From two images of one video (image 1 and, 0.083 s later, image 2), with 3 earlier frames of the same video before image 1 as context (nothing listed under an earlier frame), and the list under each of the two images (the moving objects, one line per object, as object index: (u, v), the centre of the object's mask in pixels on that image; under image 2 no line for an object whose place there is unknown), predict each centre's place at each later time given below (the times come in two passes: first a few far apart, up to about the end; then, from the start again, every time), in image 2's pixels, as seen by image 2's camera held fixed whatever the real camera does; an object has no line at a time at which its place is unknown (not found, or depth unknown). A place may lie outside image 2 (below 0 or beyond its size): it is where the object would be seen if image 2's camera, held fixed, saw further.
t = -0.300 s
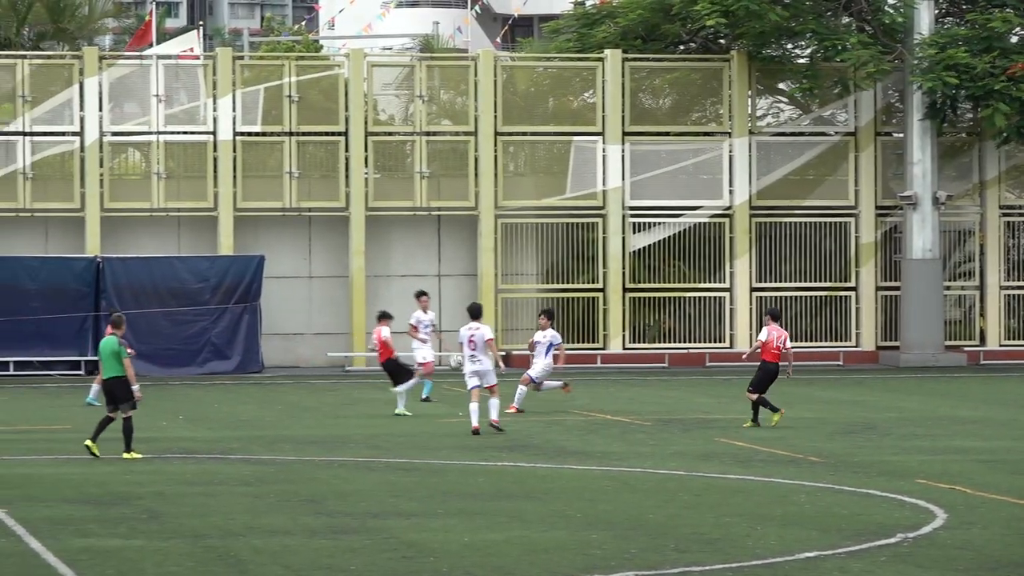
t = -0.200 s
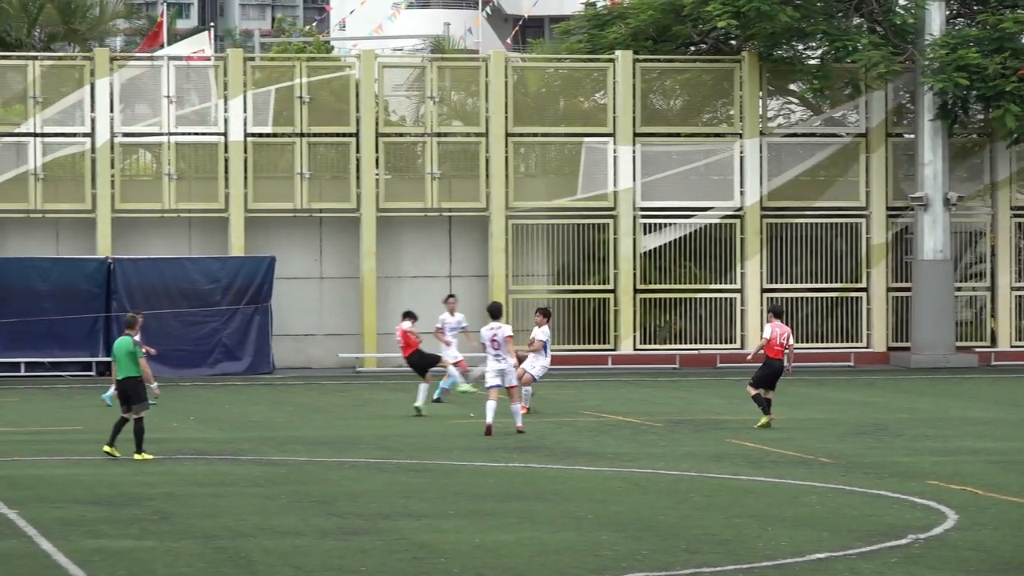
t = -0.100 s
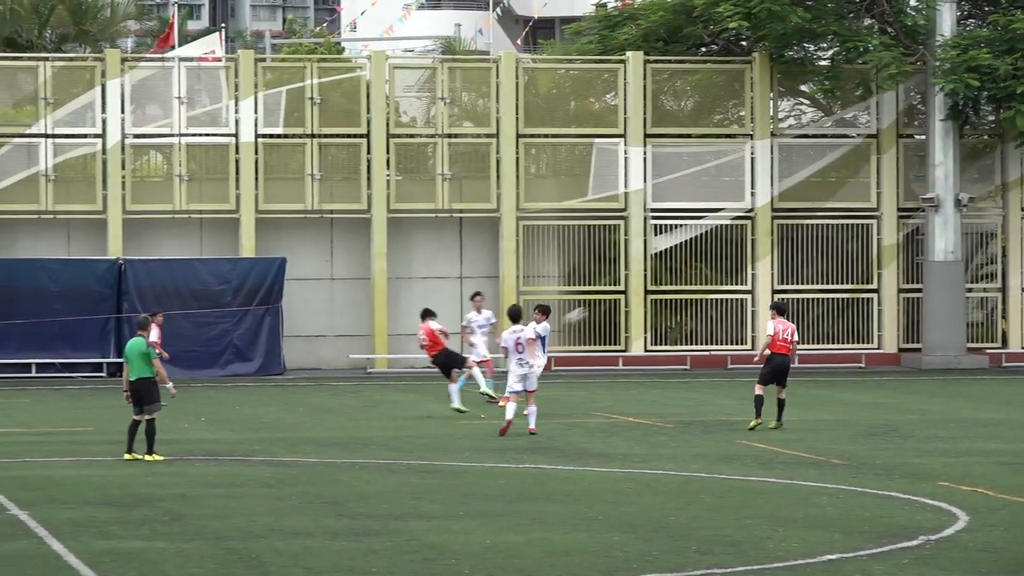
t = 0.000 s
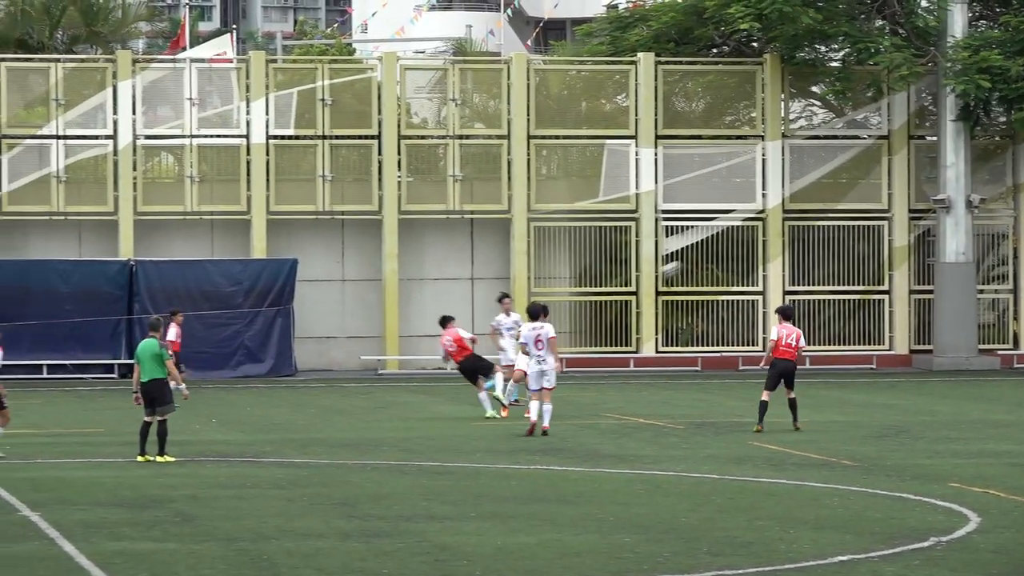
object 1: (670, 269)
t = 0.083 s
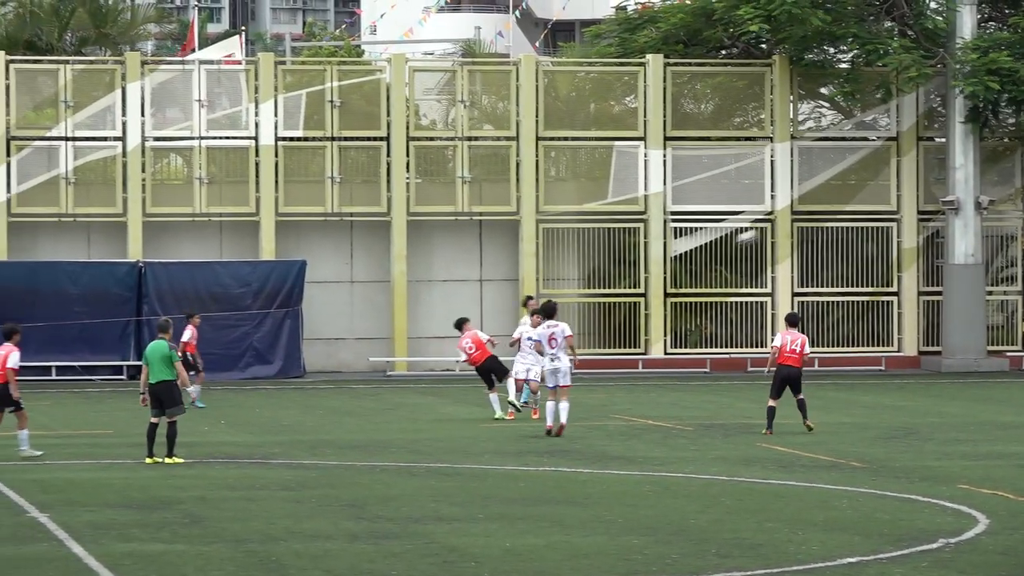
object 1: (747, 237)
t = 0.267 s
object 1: (896, 184)
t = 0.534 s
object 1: (1116, 151)
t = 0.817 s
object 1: (1364, 172)
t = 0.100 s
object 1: (757, 231)
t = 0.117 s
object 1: (774, 225)
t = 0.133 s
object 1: (787, 220)
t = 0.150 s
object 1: (802, 214)
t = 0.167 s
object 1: (816, 209)
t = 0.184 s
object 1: (829, 204)
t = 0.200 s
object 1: (842, 201)
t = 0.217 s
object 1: (855, 196)
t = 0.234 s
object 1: (869, 191)
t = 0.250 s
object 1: (881, 187)
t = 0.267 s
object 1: (896, 184)
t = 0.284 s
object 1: (909, 180)
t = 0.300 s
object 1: (922, 176)
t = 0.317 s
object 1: (935, 174)
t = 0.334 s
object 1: (948, 172)
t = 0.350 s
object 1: (962, 170)
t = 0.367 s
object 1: (976, 167)
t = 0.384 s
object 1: (990, 163)
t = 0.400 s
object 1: (1004, 161)
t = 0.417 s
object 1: (1018, 159)
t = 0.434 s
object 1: (1031, 157)
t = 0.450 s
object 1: (1046, 156)
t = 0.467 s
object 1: (1060, 155)
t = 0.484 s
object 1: (1074, 153)
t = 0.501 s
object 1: (1088, 153)
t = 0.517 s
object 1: (1102, 152)
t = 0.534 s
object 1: (1116, 151)
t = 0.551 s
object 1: (1130, 151)
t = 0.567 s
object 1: (1144, 150)
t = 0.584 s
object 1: (1158, 151)
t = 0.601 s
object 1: (1172, 151)
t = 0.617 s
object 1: (1187, 152)
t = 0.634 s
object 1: (1202, 153)
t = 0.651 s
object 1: (1216, 153)
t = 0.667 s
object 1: (1230, 155)
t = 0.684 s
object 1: (1244, 156)
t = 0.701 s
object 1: (1259, 157)
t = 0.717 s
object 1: (1274, 159)
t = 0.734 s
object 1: (1289, 161)
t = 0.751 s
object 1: (1303, 163)
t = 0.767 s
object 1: (1319, 166)
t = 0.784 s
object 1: (1335, 167)
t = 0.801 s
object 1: (1349, 170)
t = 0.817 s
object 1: (1364, 172)
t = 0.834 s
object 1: (1381, 175)
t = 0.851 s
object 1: (1396, 178)
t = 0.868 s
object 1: (1411, 182)
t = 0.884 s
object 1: (1428, 186)
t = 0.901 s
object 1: (1445, 190)
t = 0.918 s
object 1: (1460, 194)
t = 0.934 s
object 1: (1476, 200)
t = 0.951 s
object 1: (1491, 205)
